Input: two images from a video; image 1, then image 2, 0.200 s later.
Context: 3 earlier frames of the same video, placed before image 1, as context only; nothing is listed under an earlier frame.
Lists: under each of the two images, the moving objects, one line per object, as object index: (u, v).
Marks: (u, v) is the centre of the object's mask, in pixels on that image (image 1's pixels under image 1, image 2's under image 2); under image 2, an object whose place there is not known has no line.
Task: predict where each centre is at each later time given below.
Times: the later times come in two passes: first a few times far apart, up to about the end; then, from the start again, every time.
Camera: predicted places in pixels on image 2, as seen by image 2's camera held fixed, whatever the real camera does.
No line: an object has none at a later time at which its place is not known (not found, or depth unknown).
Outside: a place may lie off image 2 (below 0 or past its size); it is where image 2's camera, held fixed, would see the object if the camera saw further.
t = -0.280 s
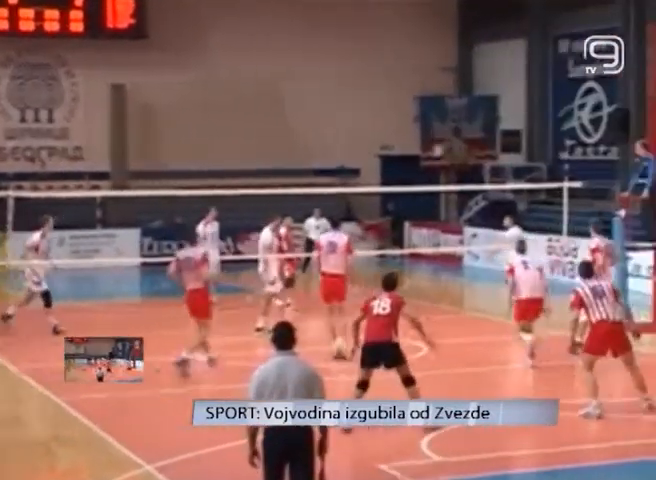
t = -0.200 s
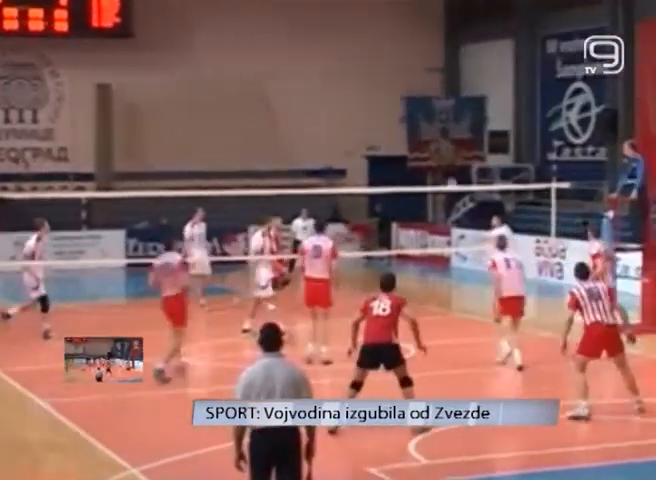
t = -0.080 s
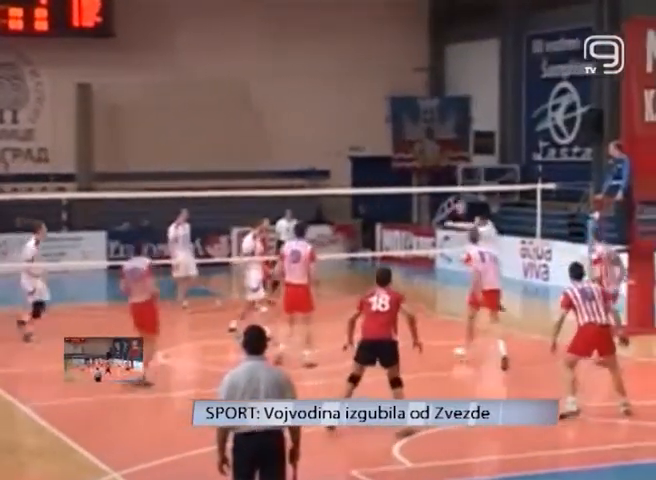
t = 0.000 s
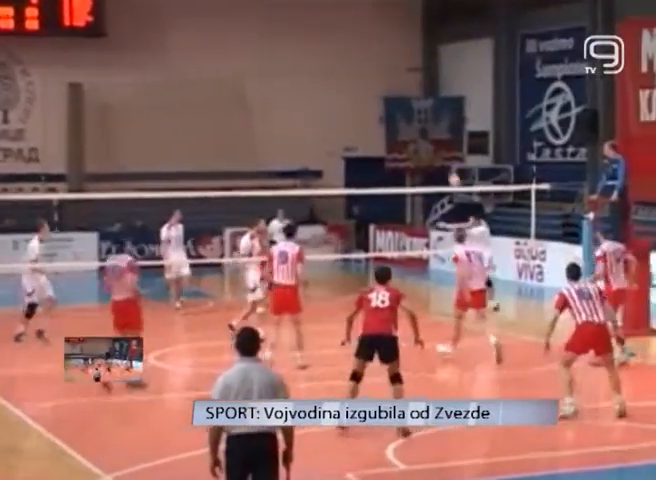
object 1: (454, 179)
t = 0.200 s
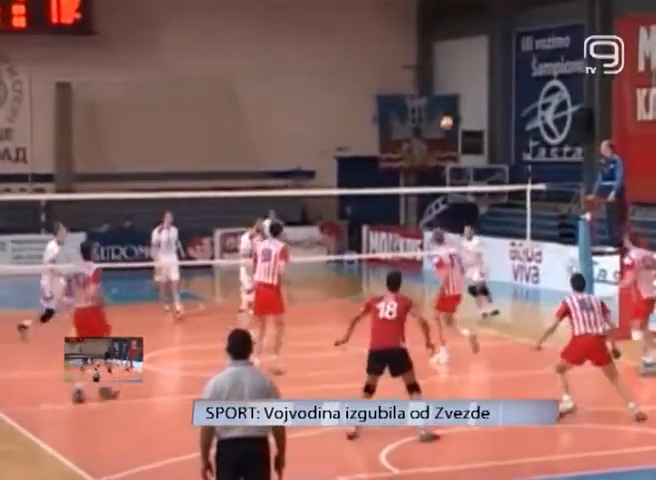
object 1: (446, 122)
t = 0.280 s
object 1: (447, 104)
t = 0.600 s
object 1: (450, 70)
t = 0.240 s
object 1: (446, 113)
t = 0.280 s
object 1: (447, 104)
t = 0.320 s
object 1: (447, 97)
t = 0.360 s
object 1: (446, 90)
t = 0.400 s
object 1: (445, 83)
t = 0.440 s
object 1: (448, 78)
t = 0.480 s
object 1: (448, 75)
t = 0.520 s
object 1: (449, 72)
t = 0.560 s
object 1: (450, 71)
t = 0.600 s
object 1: (450, 70)
